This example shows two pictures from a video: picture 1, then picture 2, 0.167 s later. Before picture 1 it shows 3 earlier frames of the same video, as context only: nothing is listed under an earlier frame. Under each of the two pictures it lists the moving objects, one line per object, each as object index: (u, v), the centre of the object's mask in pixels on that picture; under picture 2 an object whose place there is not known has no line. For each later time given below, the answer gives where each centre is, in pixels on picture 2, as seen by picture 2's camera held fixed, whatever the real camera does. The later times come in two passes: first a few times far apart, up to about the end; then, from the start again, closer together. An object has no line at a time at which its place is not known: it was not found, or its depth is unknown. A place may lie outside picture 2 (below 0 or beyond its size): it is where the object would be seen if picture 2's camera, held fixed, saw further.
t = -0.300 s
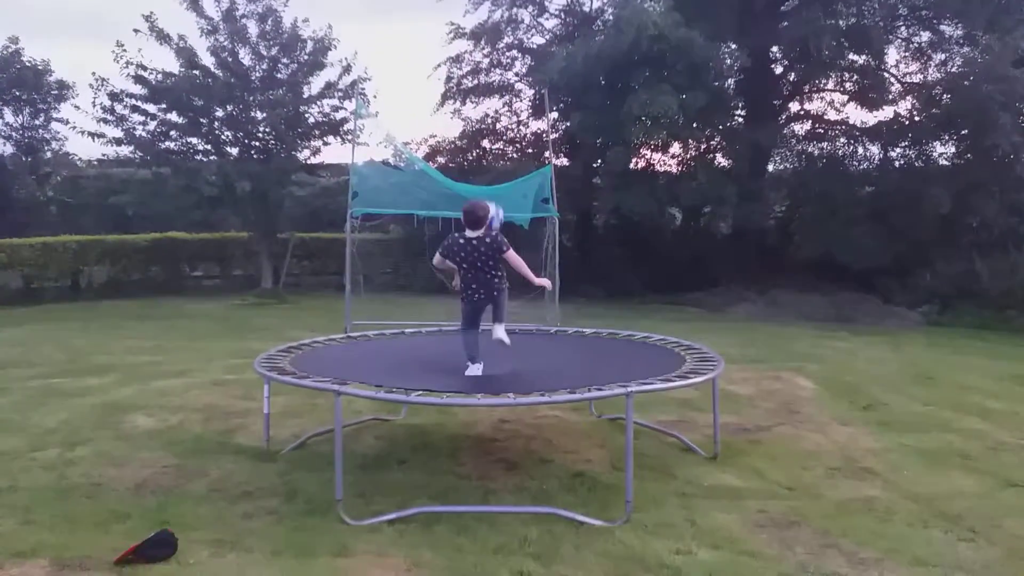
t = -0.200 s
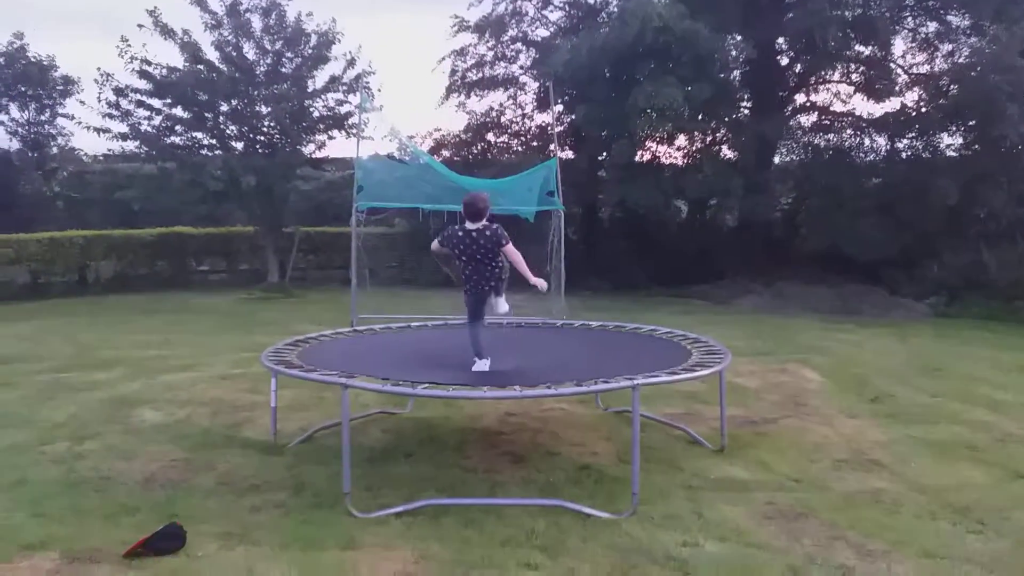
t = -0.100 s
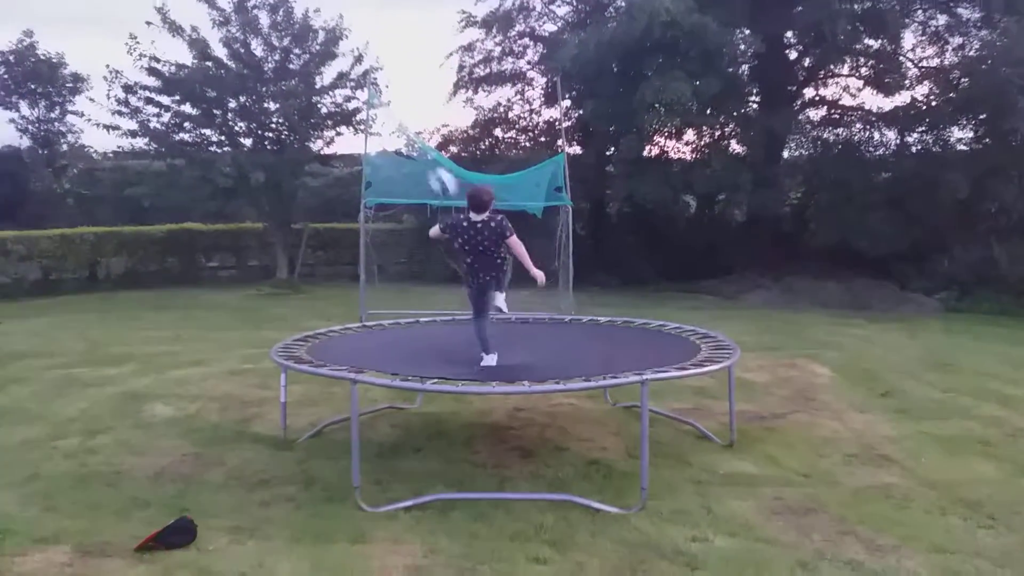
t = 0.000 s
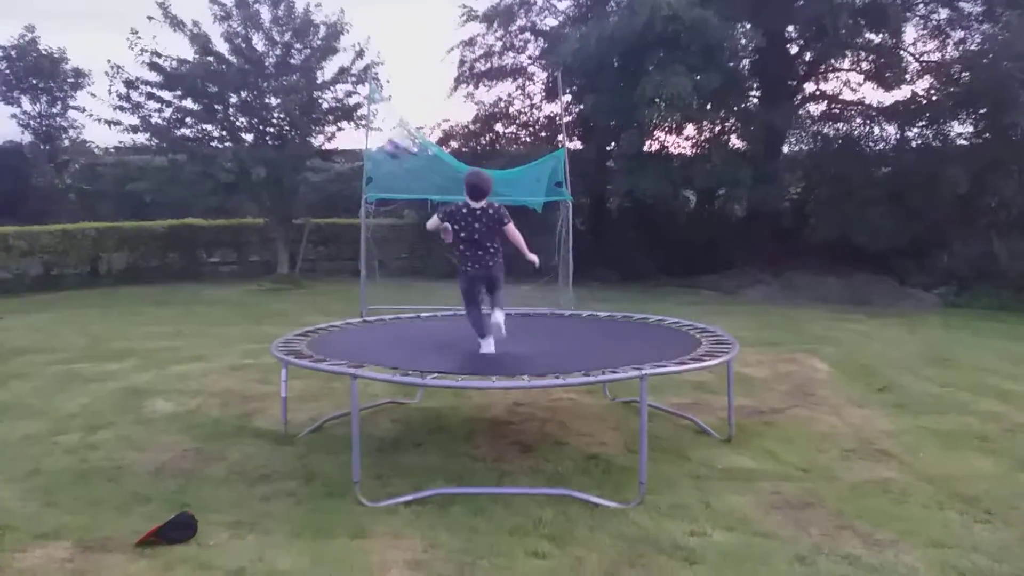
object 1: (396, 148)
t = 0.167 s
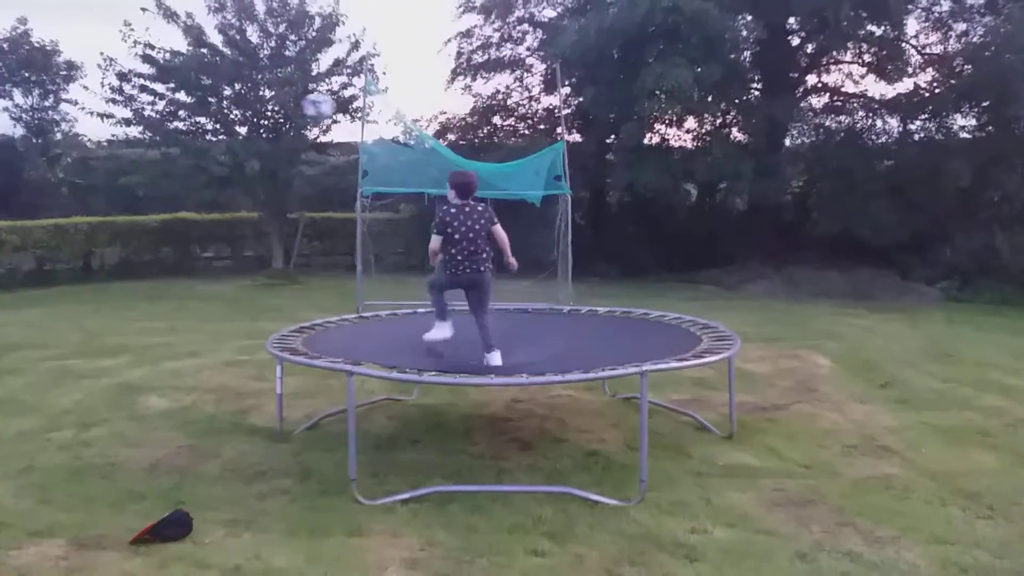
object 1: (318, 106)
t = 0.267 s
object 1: (275, 108)
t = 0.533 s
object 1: (166, 176)
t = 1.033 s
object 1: (22, 324)
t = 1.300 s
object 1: (-23, 284)
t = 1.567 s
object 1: (-68, 323)
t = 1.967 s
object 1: (-123, 333)
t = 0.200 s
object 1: (303, 106)
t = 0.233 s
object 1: (289, 107)
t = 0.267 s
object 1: (275, 108)
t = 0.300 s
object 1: (260, 114)
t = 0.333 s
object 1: (247, 118)
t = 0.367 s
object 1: (233, 123)
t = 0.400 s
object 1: (219, 130)
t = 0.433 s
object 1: (205, 140)
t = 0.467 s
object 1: (192, 150)
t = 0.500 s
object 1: (179, 162)
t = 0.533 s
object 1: (166, 176)
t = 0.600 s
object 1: (142, 206)
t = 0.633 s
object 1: (131, 224)
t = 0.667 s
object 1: (120, 241)
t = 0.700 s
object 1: (108, 261)
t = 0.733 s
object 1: (98, 281)
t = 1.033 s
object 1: (22, 324)
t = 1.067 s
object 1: (15, 316)
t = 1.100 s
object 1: (9, 308)
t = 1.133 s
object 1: (4, 301)
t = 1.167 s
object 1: (-2, 295)
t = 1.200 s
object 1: (-8, 292)
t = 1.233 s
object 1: (-13, 288)
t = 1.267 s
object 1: (-18, 285)
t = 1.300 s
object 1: (-23, 284)
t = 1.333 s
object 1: (-30, 285)
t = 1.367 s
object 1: (-36, 287)
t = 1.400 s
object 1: (-42, 291)
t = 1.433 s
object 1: (-47, 296)
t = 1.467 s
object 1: (-53, 300)
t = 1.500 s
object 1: (-58, 307)
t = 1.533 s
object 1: (-63, 315)
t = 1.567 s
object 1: (-68, 323)
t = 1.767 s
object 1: (-97, 350)
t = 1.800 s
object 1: (-102, 345)
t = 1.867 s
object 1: (-110, 336)
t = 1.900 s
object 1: (-114, 334)
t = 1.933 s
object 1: (-119, 333)
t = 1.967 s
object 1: (-123, 333)
